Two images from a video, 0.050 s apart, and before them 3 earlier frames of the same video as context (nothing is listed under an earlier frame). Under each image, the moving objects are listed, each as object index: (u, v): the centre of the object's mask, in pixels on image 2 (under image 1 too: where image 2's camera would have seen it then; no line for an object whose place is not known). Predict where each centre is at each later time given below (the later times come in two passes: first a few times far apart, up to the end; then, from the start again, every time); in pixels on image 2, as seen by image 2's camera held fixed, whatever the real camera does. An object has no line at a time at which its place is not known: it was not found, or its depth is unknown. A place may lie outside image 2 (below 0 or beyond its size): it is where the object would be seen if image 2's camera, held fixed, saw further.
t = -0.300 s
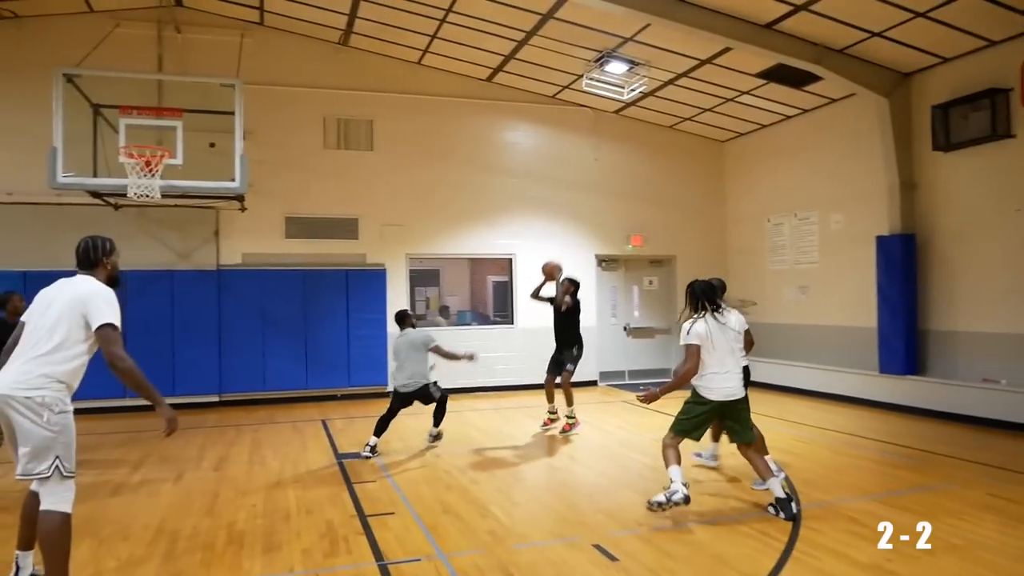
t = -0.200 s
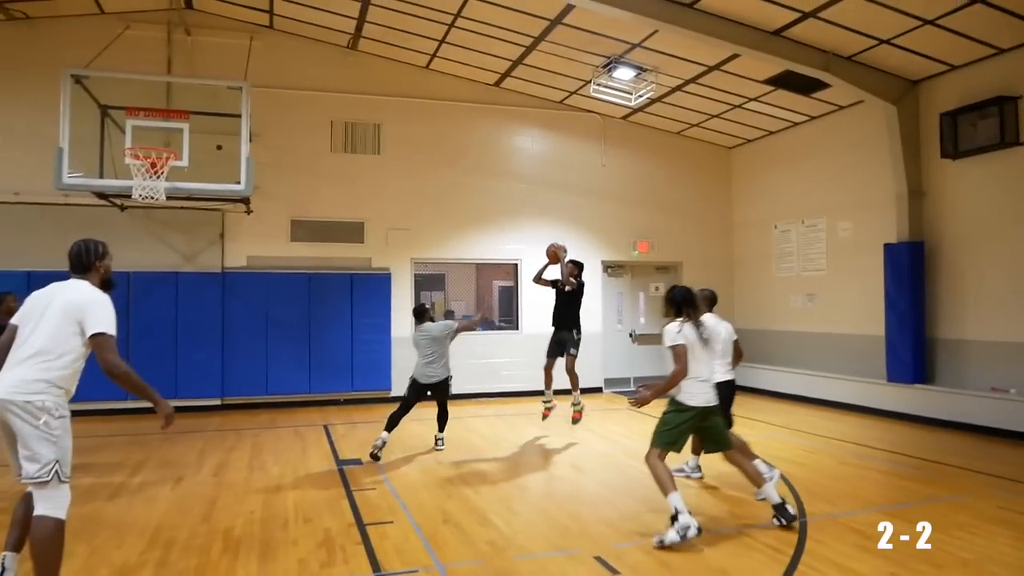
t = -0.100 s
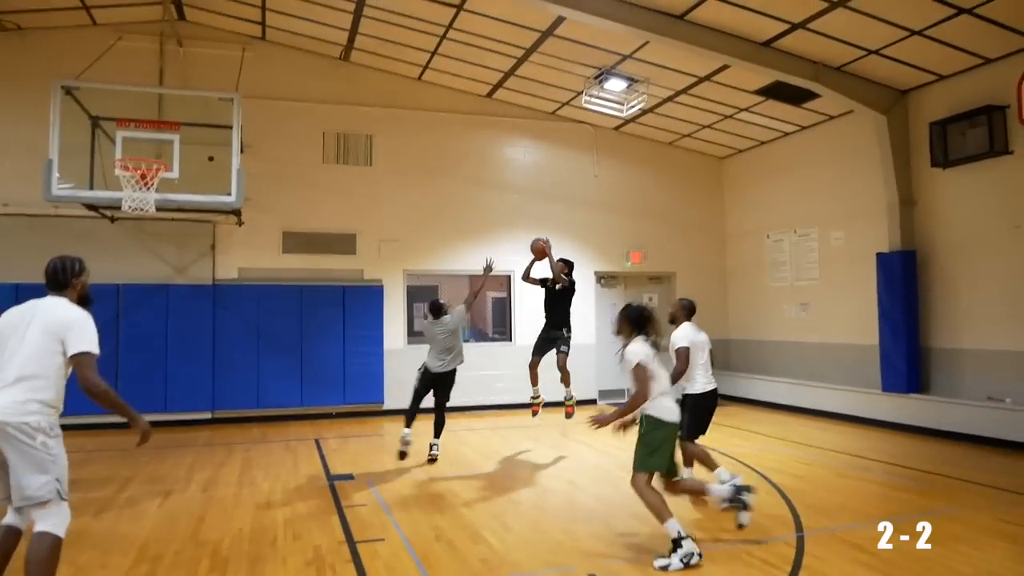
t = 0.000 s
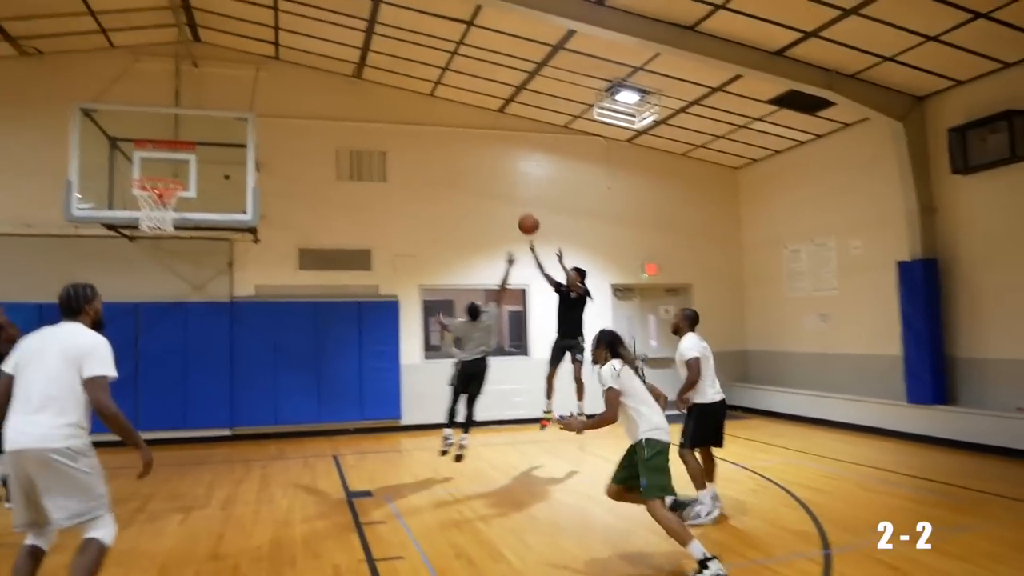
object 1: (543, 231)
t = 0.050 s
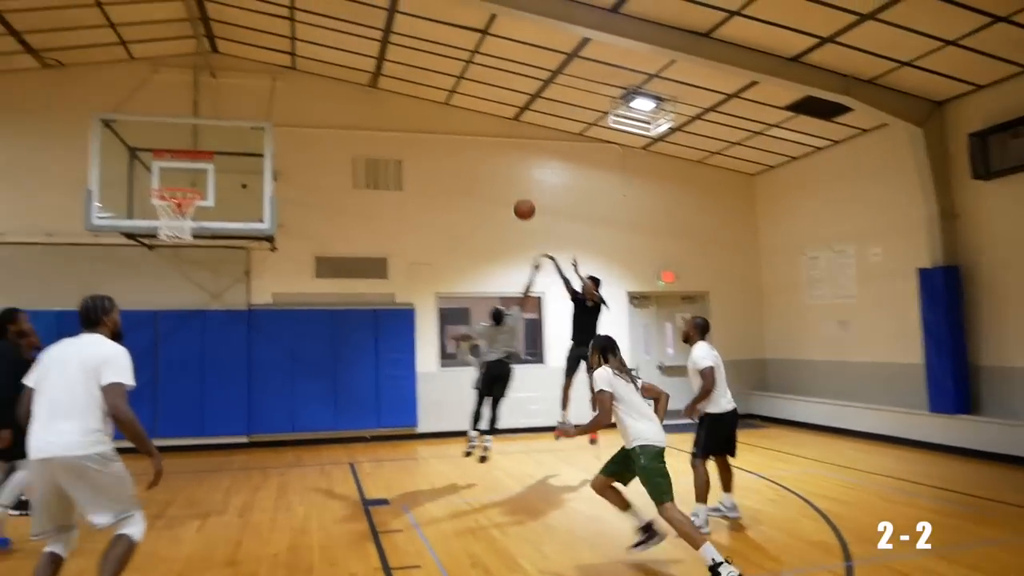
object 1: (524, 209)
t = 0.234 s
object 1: (453, 145)
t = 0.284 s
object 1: (433, 131)
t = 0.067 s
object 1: (518, 202)
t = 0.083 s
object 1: (511, 195)
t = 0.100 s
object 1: (504, 188)
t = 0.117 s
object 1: (498, 182)
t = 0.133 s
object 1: (492, 176)
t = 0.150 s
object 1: (485, 170)
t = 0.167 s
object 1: (479, 164)
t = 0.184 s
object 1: (472, 159)
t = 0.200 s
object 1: (466, 154)
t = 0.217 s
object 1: (459, 149)
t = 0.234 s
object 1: (453, 145)
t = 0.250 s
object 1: (447, 140)
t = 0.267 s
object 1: (440, 135)
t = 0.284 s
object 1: (433, 131)
